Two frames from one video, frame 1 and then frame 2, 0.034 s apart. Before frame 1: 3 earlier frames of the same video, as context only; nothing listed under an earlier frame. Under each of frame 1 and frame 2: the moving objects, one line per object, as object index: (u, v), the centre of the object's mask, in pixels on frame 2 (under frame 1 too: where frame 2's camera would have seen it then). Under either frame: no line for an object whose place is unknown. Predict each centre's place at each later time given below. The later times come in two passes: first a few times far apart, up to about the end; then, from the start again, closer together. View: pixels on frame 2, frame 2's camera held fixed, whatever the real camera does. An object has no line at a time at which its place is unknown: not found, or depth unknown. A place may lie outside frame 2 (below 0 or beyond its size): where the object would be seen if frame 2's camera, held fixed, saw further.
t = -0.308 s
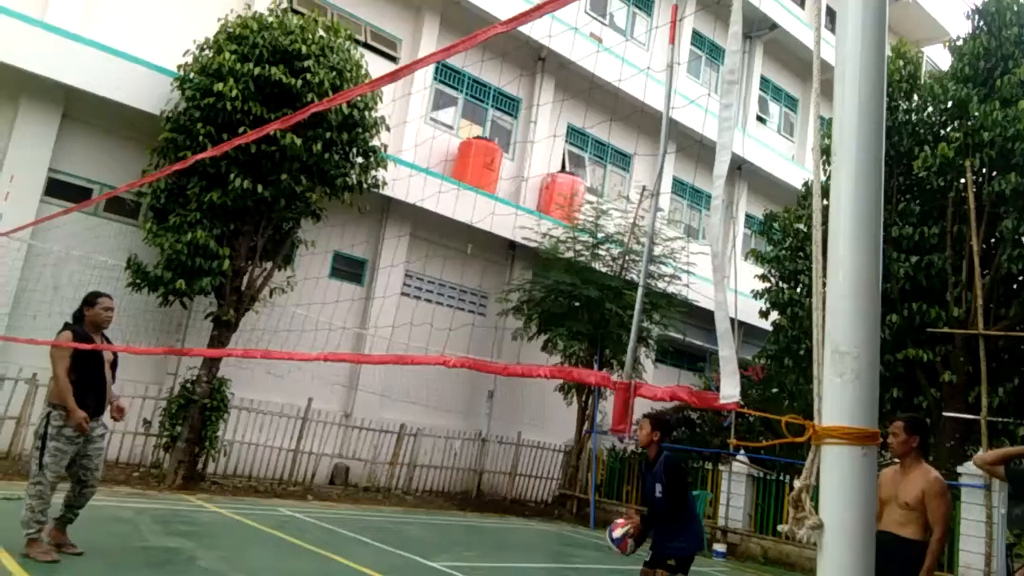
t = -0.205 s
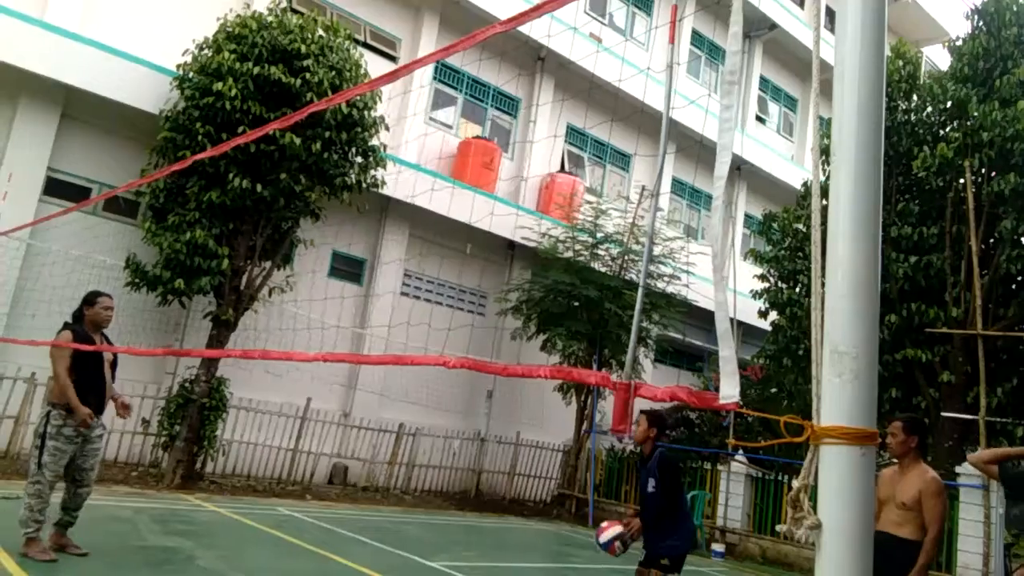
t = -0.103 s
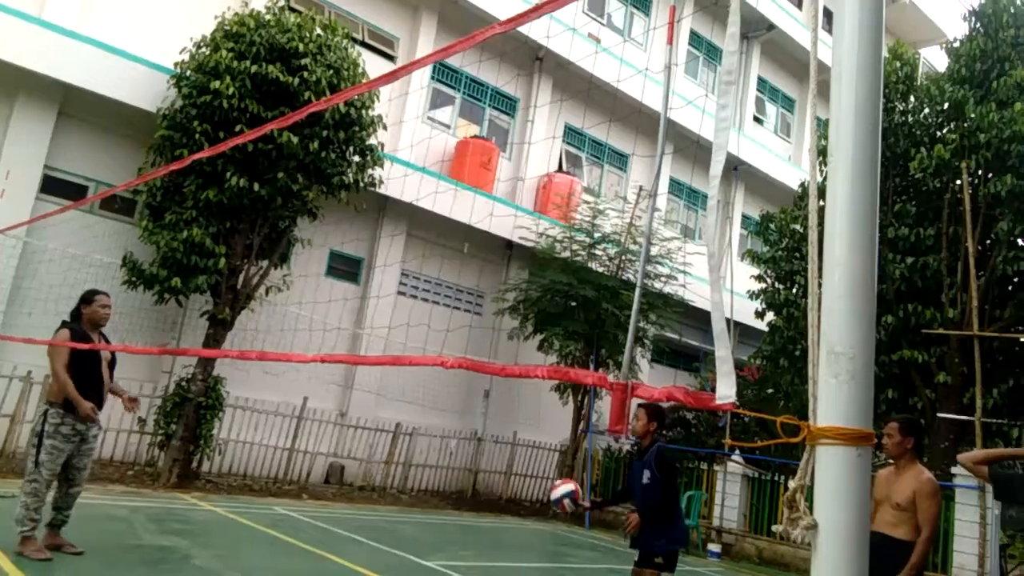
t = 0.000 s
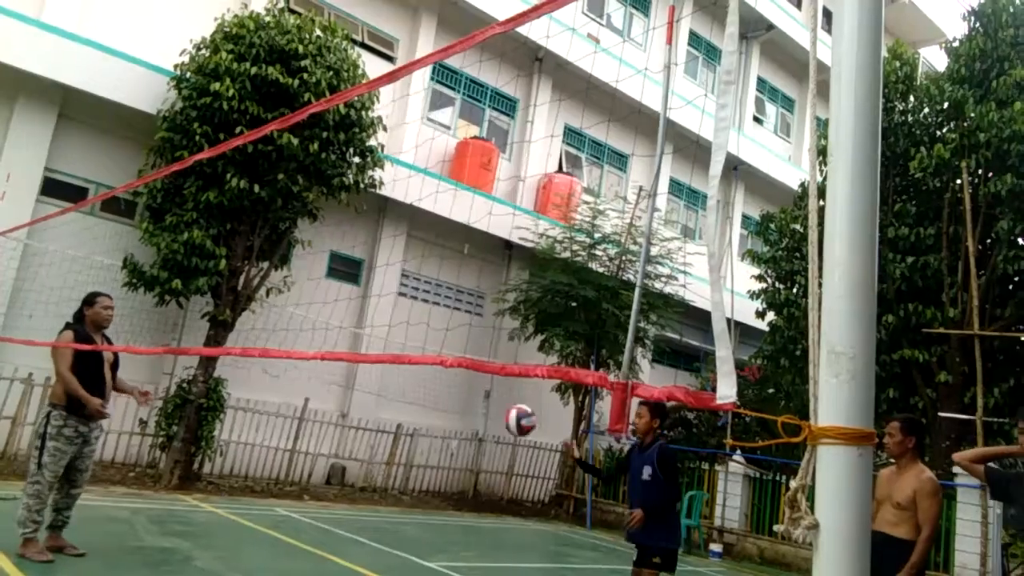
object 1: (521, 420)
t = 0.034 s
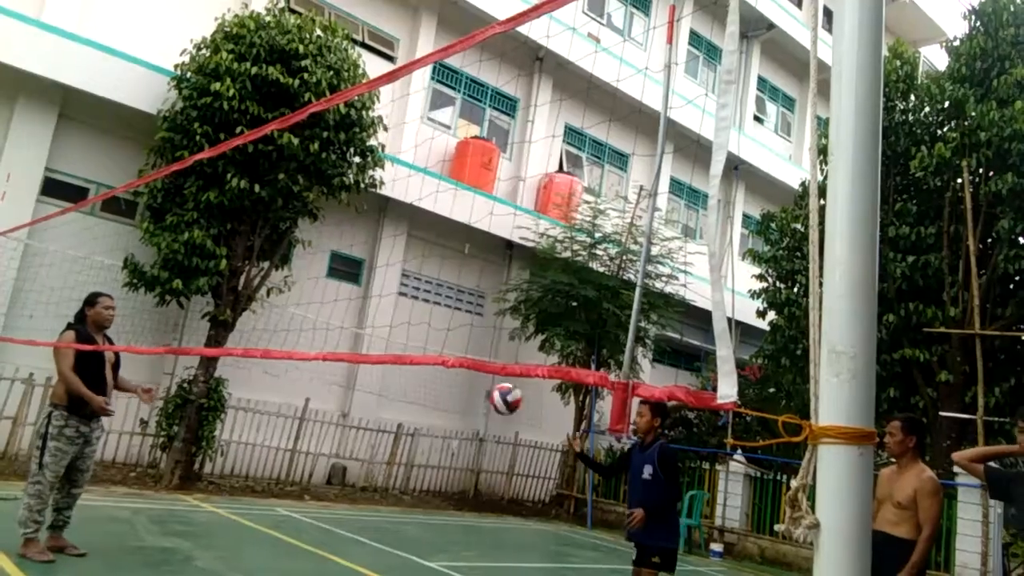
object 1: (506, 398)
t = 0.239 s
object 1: (413, 309)
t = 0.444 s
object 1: (320, 281)
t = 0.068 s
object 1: (490, 383)
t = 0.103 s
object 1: (476, 358)
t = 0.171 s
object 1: (445, 331)
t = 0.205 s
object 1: (430, 319)
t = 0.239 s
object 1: (413, 309)
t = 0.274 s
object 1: (399, 300)
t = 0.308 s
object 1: (383, 293)
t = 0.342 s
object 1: (367, 286)
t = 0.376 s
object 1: (351, 283)
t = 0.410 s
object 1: (335, 281)
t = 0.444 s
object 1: (320, 281)
